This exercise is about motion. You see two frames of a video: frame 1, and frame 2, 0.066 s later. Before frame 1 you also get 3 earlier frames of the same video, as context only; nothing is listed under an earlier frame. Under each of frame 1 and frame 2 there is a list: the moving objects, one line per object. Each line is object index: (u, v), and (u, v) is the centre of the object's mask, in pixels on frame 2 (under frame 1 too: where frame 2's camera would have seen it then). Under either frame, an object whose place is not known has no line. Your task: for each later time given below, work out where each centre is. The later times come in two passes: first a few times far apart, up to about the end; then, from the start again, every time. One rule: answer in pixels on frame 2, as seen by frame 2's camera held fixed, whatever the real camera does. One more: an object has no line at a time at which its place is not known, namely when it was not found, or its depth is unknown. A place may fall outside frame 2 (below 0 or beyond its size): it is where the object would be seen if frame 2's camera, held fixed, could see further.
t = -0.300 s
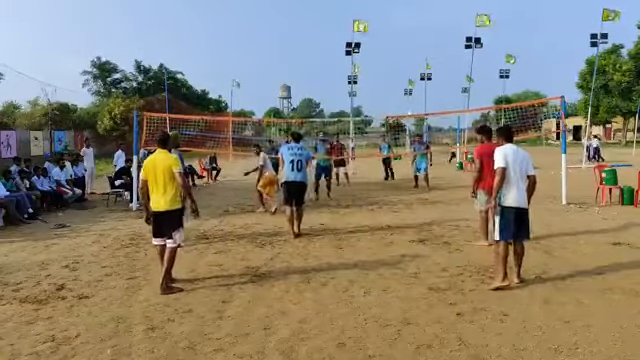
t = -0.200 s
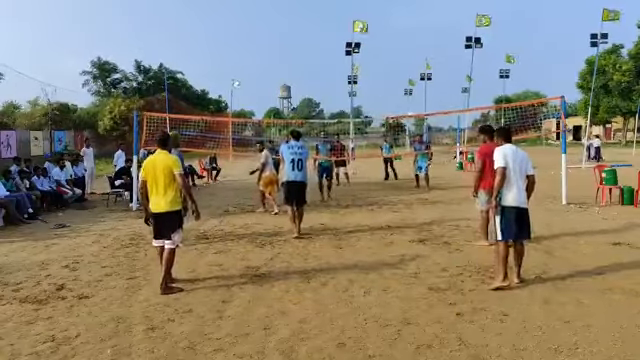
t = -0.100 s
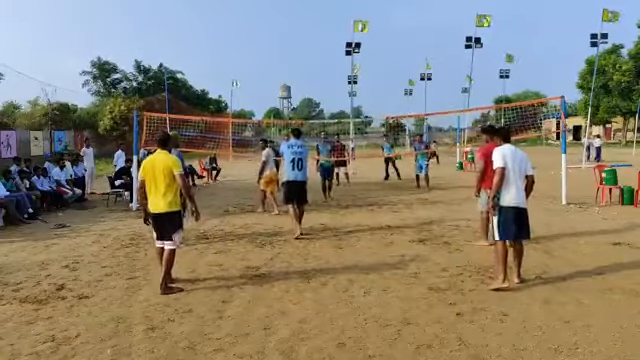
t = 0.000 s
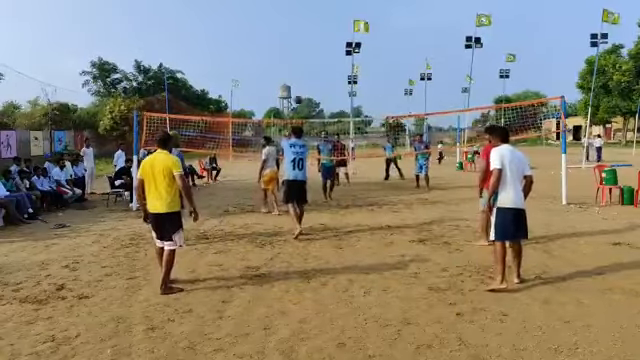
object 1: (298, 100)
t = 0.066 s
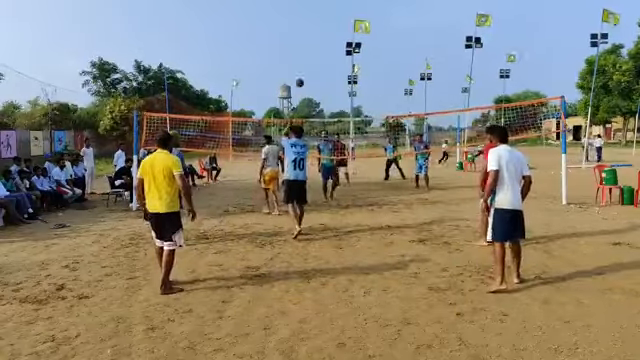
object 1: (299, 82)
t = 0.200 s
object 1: (304, 58)
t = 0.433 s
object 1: (310, 40)
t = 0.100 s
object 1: (300, 75)
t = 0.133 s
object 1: (301, 69)
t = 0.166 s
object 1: (303, 63)
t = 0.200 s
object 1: (304, 58)
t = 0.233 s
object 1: (304, 54)
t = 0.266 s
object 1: (305, 50)
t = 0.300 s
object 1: (306, 47)
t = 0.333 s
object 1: (307, 44)
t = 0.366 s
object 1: (308, 43)
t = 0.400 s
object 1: (309, 41)
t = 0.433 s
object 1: (310, 40)
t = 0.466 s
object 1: (311, 40)
